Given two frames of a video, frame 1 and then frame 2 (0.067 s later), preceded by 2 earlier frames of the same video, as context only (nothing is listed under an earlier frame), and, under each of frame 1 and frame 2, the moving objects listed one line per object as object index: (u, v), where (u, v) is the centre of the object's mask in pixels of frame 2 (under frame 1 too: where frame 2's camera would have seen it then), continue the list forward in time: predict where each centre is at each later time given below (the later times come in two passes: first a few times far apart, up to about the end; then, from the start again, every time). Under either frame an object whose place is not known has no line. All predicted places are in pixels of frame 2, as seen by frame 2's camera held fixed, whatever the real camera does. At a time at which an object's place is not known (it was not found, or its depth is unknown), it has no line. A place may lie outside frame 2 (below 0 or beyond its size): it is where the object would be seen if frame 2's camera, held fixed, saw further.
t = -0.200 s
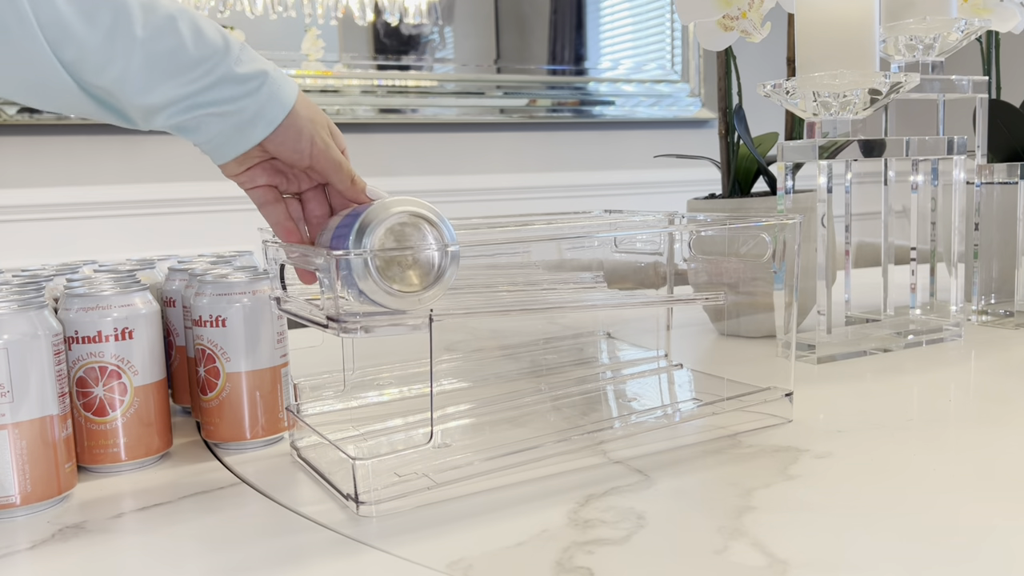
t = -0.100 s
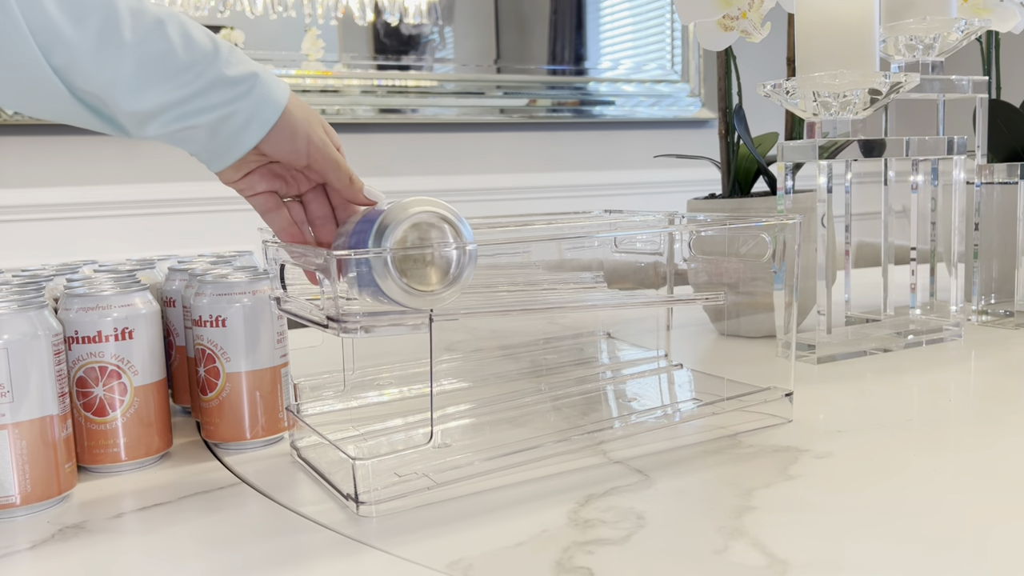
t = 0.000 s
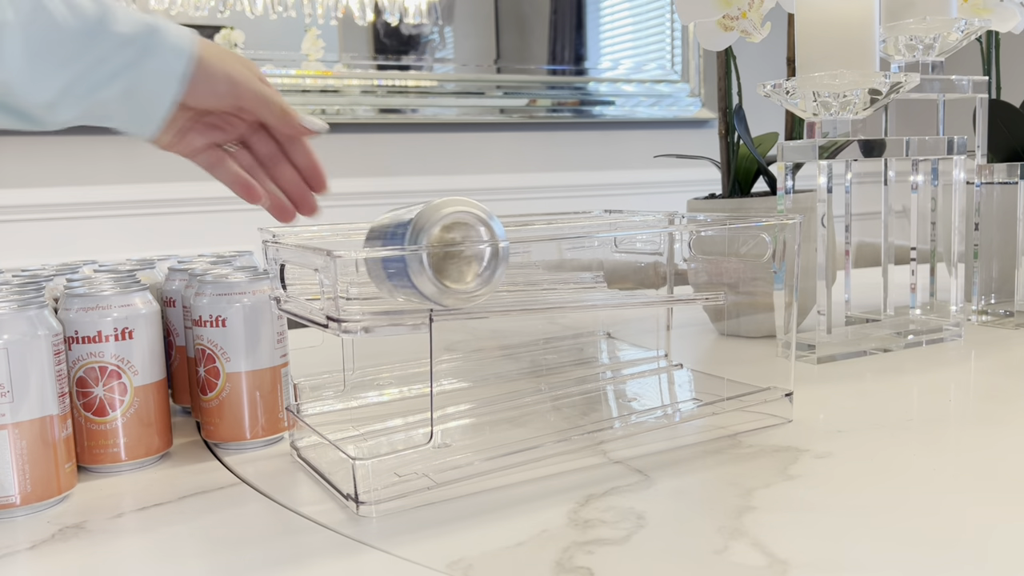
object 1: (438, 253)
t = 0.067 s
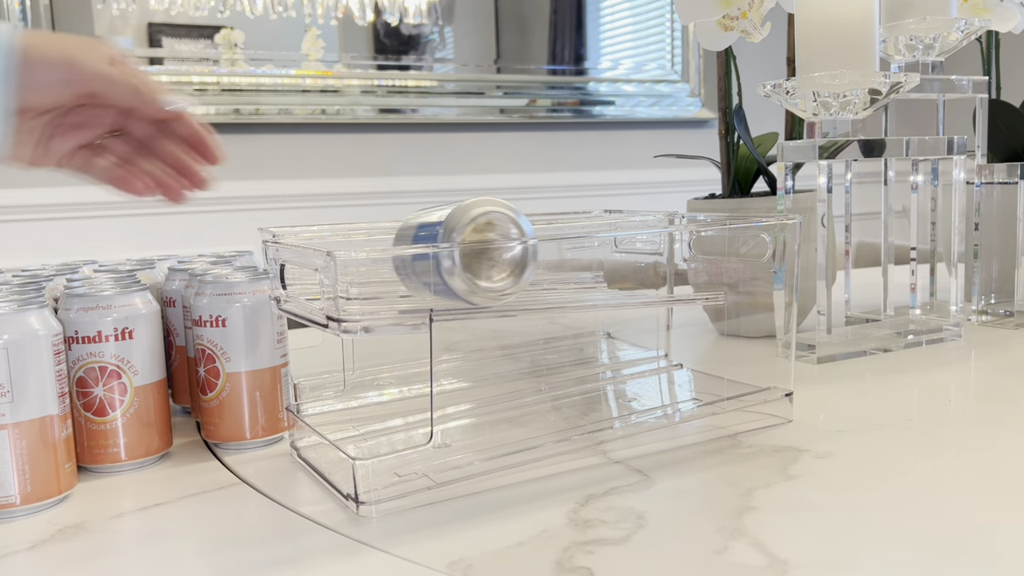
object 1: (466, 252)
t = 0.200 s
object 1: (537, 250)
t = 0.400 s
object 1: (655, 248)
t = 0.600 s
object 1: (675, 351)
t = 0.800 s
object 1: (590, 368)
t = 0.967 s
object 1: (459, 396)
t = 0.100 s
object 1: (483, 251)
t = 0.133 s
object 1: (501, 250)
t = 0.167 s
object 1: (518, 251)
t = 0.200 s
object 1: (537, 250)
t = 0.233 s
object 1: (556, 250)
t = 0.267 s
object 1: (576, 250)
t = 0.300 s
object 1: (596, 249)
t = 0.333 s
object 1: (615, 249)
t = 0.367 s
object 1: (635, 248)
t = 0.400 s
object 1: (655, 248)
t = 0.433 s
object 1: (675, 249)
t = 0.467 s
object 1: (703, 255)
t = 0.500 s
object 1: (706, 320)
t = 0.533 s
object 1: (693, 344)
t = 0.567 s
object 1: (684, 350)
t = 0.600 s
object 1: (675, 351)
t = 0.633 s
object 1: (665, 354)
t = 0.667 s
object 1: (653, 356)
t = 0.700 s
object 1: (639, 358)
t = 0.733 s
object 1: (624, 361)
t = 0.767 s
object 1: (608, 364)
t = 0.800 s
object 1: (590, 368)
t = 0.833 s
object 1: (568, 373)
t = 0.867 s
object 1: (544, 378)
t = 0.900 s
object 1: (520, 384)
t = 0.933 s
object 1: (491, 390)
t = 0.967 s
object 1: (459, 396)
